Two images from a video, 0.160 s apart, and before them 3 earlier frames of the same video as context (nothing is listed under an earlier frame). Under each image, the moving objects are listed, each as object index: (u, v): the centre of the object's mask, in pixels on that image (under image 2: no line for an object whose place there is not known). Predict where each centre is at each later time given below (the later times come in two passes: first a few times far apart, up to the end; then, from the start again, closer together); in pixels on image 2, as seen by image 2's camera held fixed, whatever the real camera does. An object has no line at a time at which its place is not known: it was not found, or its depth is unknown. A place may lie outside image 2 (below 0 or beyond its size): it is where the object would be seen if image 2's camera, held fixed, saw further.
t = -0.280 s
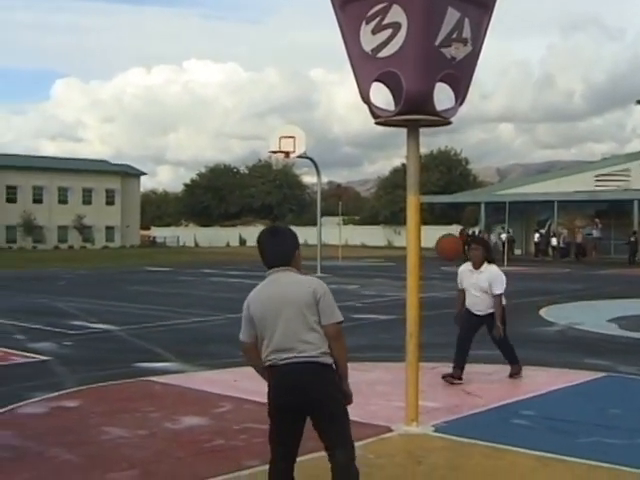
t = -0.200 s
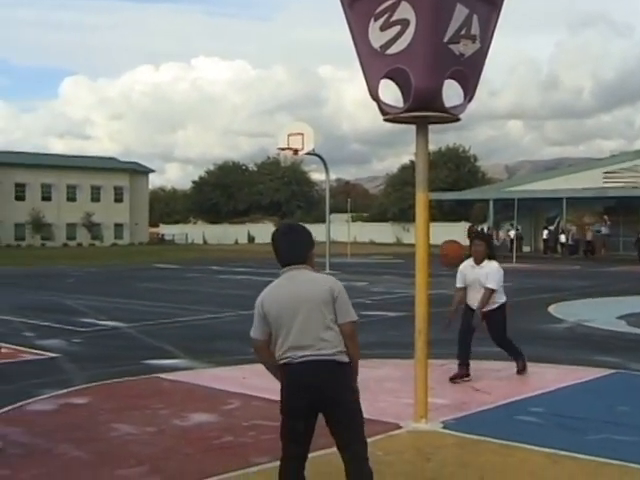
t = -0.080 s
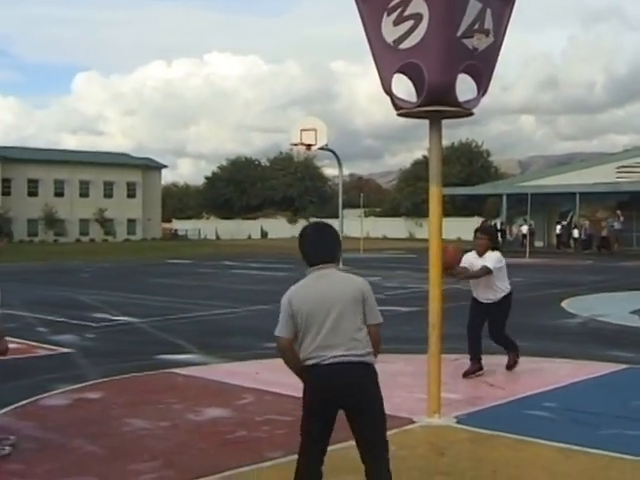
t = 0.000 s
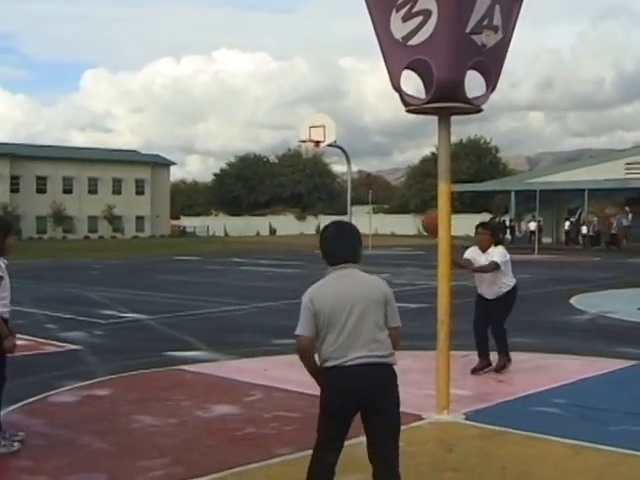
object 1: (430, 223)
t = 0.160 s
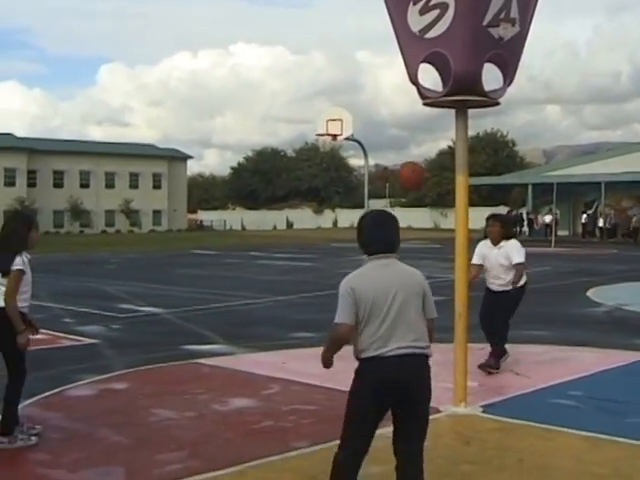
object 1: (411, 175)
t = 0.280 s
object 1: (378, 166)
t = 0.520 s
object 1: (308, 203)
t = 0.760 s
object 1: (228, 329)
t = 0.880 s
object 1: (189, 381)
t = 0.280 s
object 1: (378, 166)
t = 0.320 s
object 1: (367, 167)
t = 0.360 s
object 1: (355, 169)
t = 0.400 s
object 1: (344, 175)
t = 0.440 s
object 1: (333, 181)
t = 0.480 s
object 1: (321, 190)
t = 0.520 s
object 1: (308, 203)
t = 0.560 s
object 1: (295, 218)
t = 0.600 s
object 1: (283, 235)
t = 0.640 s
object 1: (270, 254)
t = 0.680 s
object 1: (256, 276)
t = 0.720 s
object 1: (243, 300)
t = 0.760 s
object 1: (228, 329)
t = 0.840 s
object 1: (201, 392)
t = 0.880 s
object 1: (189, 381)
